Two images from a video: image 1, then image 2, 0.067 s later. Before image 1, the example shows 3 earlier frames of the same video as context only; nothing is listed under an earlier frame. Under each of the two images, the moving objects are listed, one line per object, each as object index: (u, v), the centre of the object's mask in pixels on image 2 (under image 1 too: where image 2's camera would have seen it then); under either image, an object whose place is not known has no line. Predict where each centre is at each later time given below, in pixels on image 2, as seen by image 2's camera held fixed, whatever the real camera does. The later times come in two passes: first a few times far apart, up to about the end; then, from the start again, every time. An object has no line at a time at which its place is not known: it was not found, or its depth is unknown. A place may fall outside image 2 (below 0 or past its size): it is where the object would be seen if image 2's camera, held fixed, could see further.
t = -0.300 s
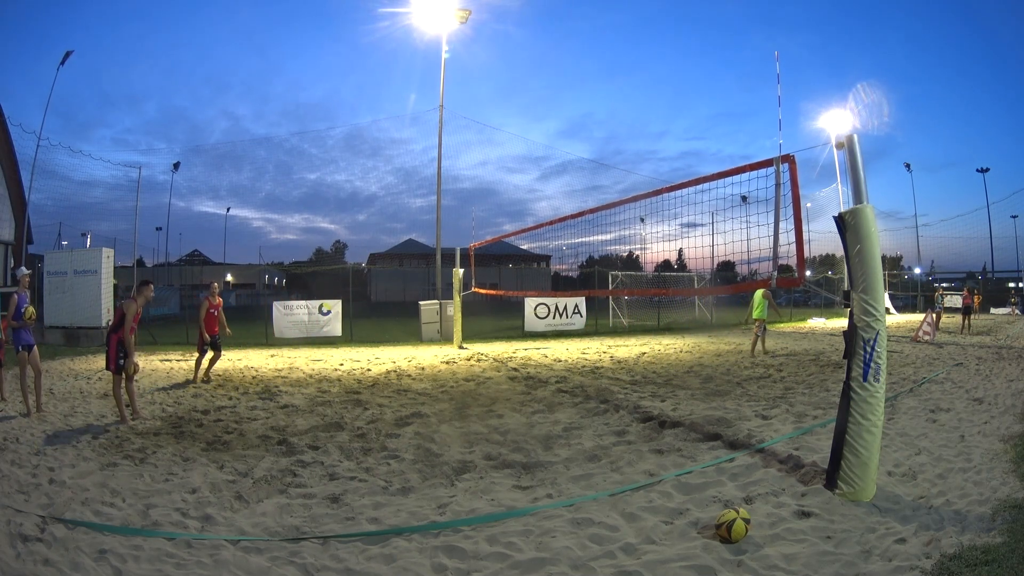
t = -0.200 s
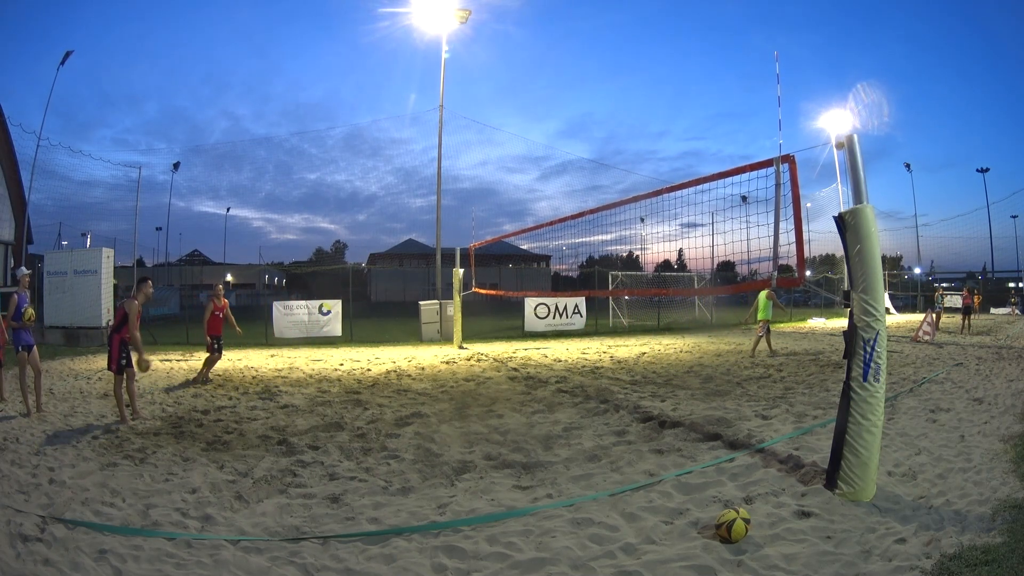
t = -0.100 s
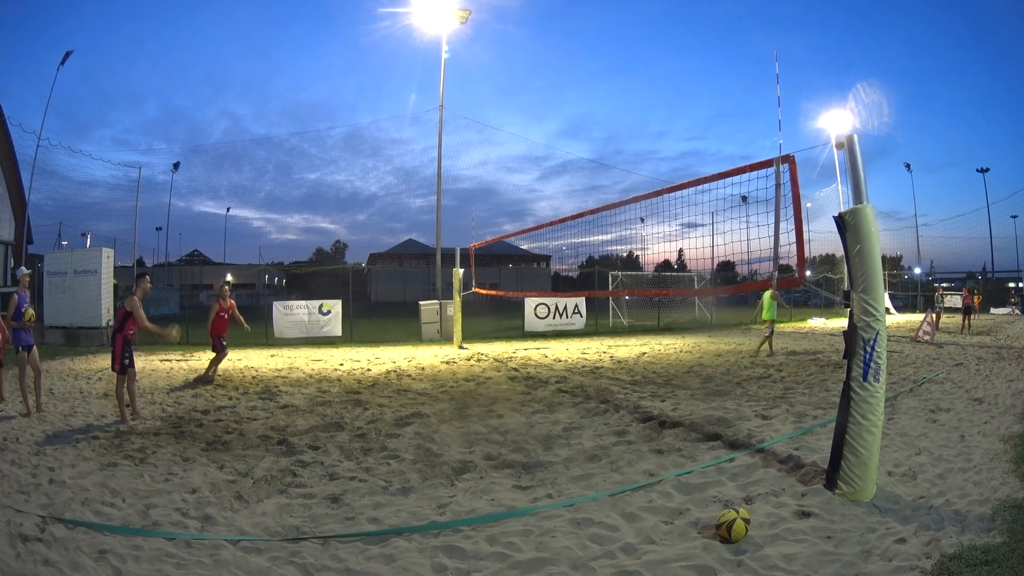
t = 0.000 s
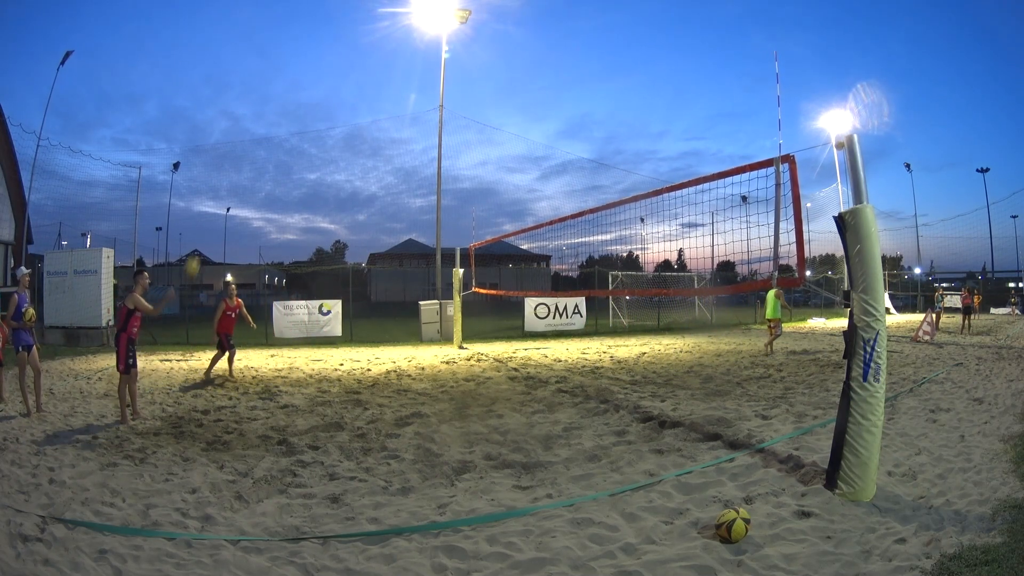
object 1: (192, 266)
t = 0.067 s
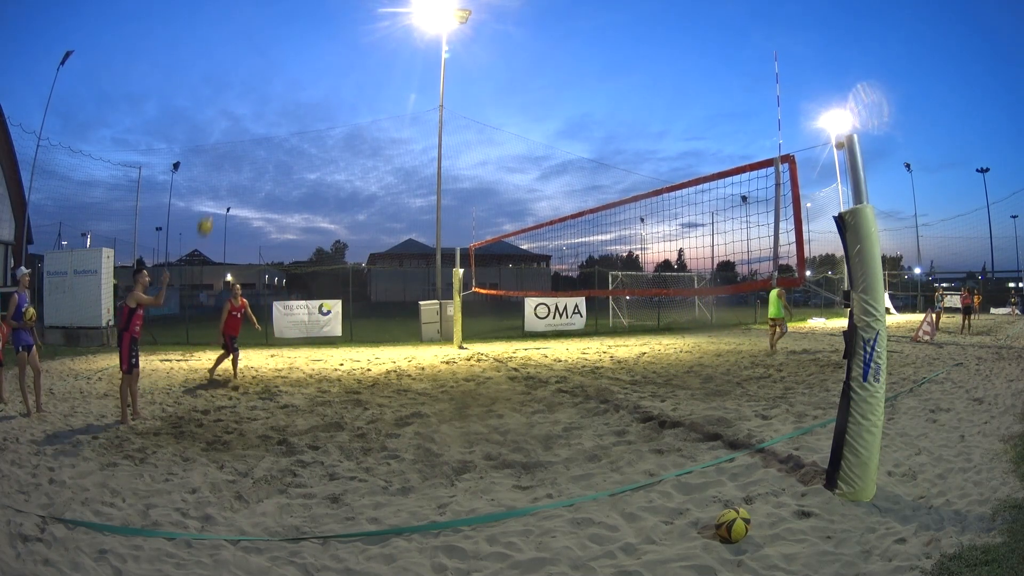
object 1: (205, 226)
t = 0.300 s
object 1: (256, 126)
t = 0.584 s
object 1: (307, 74)
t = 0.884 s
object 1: (348, 78)
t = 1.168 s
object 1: (378, 127)
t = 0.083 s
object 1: (208, 217)
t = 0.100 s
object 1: (213, 207)
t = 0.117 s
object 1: (216, 198)
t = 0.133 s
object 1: (220, 191)
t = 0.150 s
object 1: (223, 183)
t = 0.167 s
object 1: (227, 175)
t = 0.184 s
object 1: (231, 168)
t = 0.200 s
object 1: (235, 161)
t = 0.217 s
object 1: (238, 154)
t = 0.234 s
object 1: (242, 148)
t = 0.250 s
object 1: (245, 142)
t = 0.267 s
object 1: (249, 136)
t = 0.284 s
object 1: (252, 131)
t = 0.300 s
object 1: (256, 126)
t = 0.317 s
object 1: (259, 121)
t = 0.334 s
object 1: (263, 116)
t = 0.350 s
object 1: (266, 112)
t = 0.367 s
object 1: (269, 108)
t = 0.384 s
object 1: (273, 104)
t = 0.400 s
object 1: (276, 100)
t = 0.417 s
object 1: (279, 97)
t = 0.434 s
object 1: (282, 94)
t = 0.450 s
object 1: (285, 91)
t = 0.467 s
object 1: (288, 88)
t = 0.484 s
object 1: (291, 85)
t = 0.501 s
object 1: (294, 83)
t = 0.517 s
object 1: (297, 81)
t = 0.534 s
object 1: (299, 79)
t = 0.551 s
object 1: (302, 77)
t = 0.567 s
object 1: (305, 76)
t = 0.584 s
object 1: (307, 74)
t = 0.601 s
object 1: (310, 73)
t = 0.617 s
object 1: (313, 72)
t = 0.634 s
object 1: (315, 71)
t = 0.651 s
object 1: (317, 71)
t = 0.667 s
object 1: (320, 70)
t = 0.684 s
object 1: (322, 70)
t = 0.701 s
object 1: (325, 70)
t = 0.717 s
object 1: (327, 70)
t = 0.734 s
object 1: (329, 70)
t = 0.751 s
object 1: (331, 70)
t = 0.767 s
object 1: (333, 71)
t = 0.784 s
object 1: (336, 71)
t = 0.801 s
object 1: (338, 72)
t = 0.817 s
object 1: (340, 73)
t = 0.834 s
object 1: (342, 74)
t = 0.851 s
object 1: (344, 75)
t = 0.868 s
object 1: (346, 77)
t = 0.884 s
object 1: (348, 78)
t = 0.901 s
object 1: (350, 80)
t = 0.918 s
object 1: (352, 82)
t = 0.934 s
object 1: (354, 84)
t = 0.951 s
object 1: (355, 86)
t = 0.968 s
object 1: (357, 88)
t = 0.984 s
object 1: (359, 91)
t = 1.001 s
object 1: (361, 93)
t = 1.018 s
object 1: (363, 96)
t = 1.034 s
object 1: (364, 99)
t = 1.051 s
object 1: (366, 102)
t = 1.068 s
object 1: (368, 105)
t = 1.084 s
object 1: (370, 108)
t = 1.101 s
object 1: (371, 112)
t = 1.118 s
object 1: (373, 115)
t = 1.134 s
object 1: (375, 119)
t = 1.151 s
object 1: (376, 123)
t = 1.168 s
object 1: (378, 127)
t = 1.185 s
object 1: (380, 132)
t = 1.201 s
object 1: (381, 136)
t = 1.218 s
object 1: (383, 141)
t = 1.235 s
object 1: (385, 146)
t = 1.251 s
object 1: (386, 150)
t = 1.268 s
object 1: (388, 156)
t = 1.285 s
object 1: (390, 161)
